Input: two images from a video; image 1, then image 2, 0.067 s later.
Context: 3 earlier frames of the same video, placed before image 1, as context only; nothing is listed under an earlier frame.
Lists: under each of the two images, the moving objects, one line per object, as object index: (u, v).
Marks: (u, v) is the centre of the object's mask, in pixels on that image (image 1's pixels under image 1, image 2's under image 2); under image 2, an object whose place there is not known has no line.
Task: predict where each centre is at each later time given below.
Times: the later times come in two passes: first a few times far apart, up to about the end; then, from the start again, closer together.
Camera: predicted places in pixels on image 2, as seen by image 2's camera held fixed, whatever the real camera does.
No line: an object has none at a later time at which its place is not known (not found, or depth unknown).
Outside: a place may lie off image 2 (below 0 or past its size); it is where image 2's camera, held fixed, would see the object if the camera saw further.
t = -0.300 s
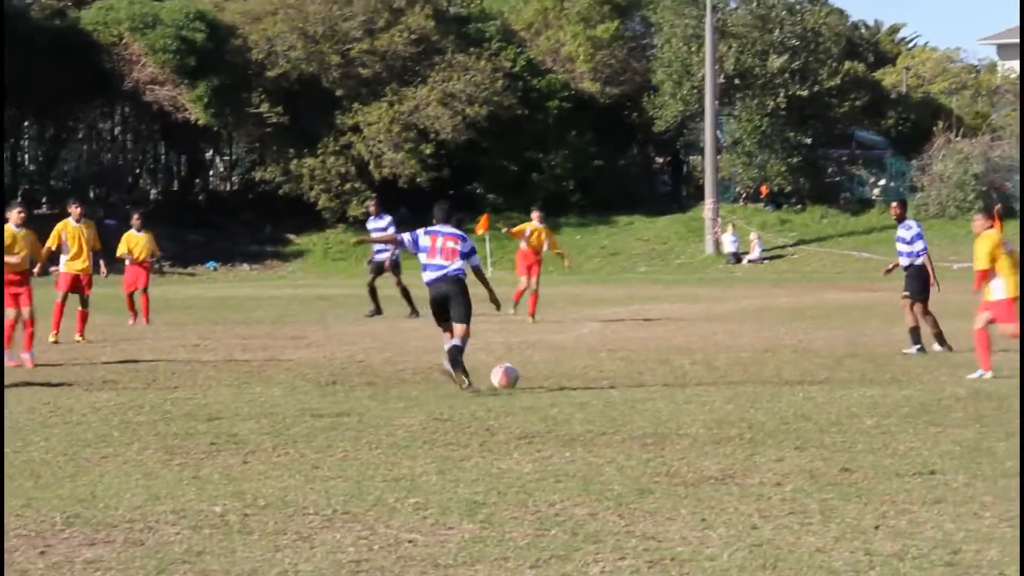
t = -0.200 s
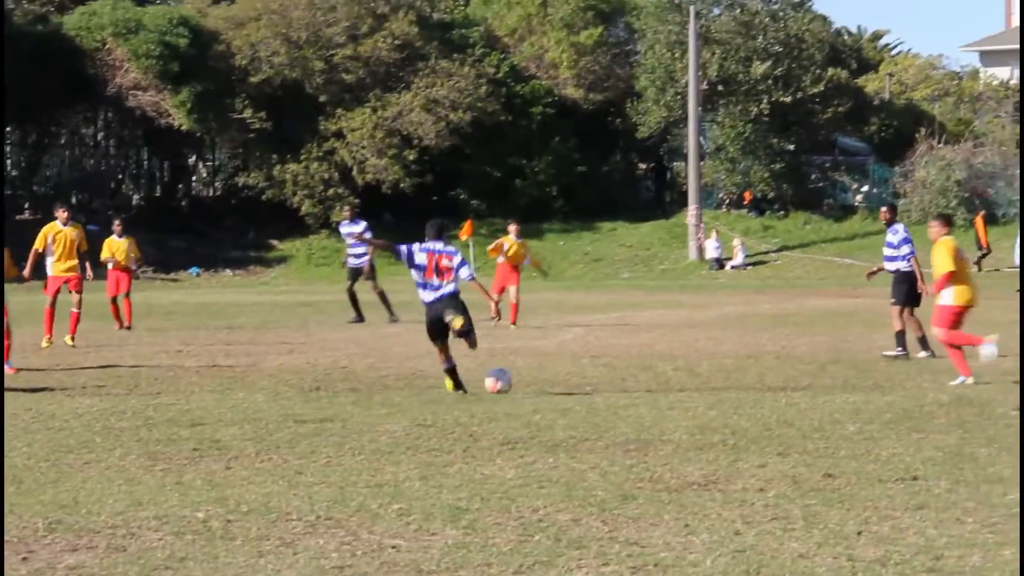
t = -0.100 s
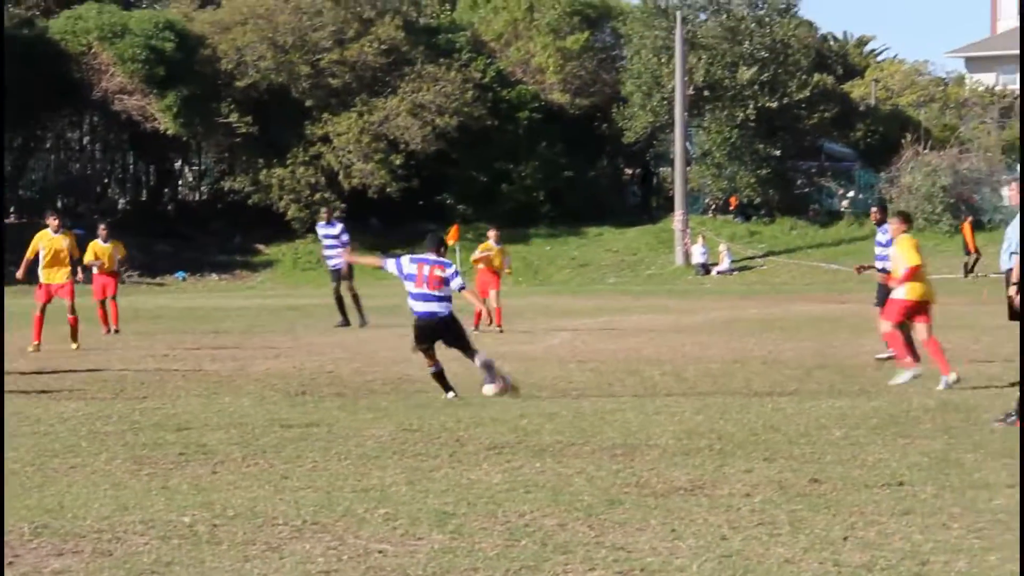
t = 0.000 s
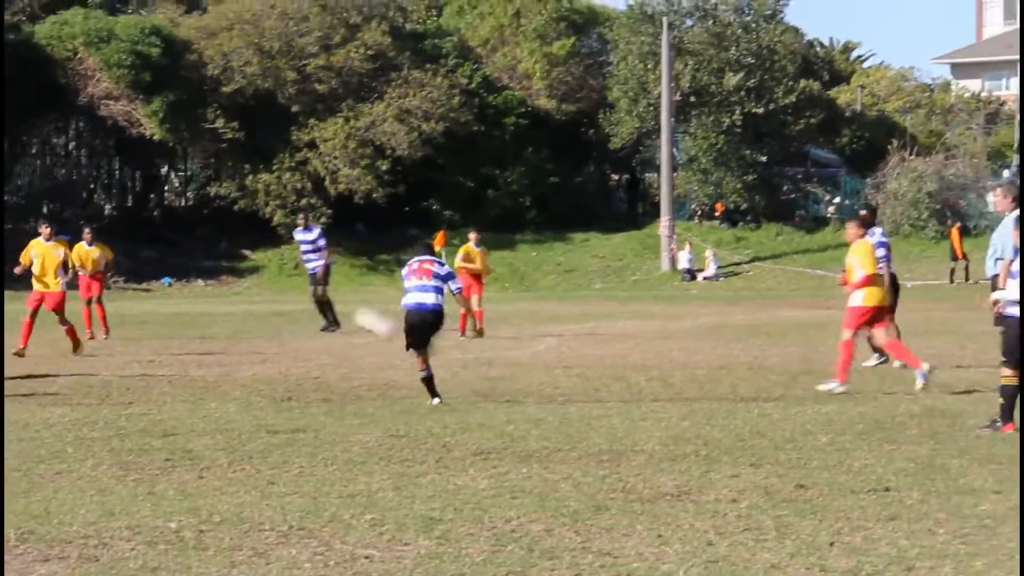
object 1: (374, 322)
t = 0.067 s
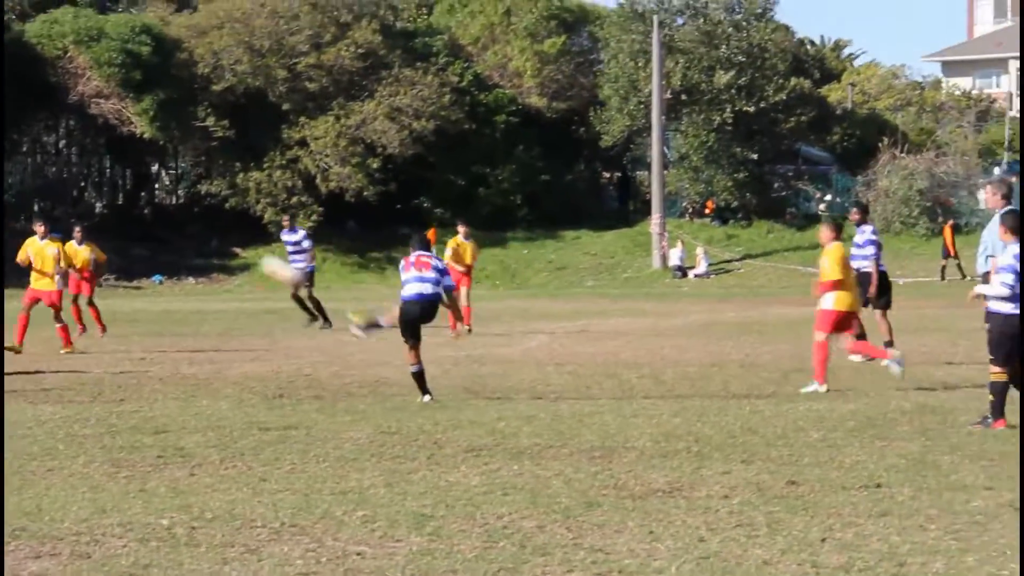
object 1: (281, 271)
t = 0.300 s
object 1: (2, 149)
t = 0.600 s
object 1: (-322, 69)
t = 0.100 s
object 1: (237, 248)
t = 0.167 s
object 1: (159, 210)
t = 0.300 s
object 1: (2, 149)
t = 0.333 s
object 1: (-35, 136)
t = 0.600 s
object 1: (-322, 69)
